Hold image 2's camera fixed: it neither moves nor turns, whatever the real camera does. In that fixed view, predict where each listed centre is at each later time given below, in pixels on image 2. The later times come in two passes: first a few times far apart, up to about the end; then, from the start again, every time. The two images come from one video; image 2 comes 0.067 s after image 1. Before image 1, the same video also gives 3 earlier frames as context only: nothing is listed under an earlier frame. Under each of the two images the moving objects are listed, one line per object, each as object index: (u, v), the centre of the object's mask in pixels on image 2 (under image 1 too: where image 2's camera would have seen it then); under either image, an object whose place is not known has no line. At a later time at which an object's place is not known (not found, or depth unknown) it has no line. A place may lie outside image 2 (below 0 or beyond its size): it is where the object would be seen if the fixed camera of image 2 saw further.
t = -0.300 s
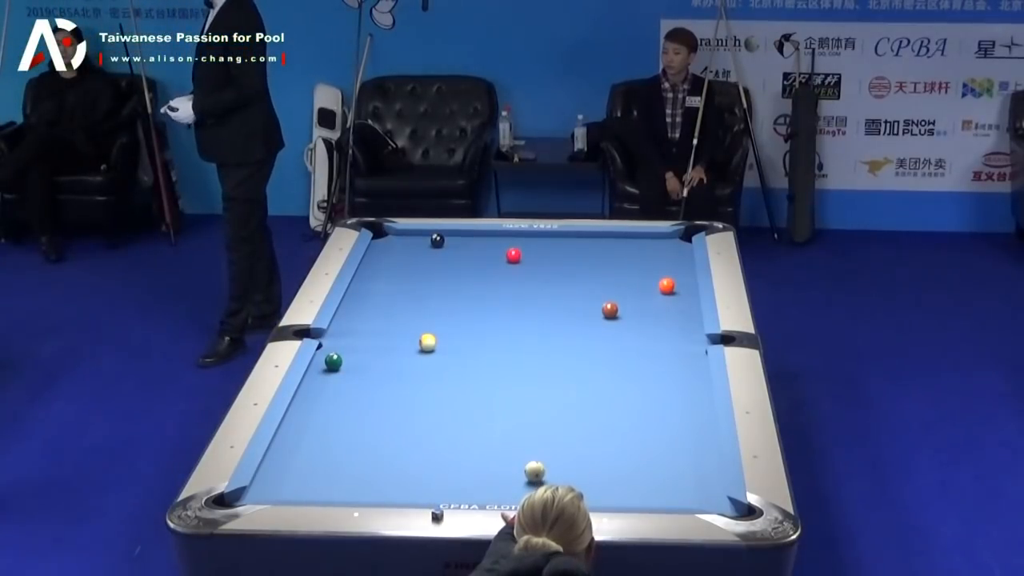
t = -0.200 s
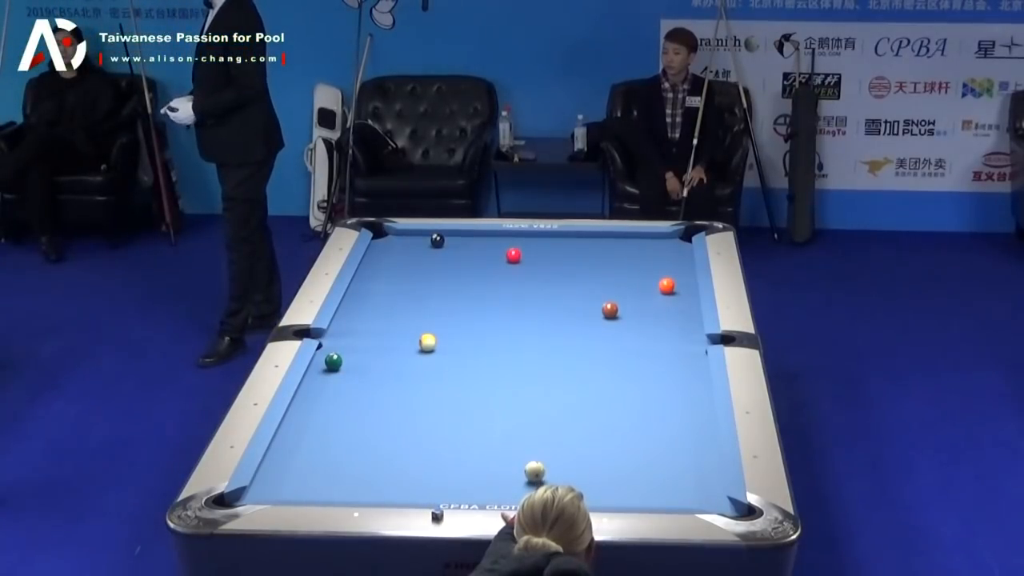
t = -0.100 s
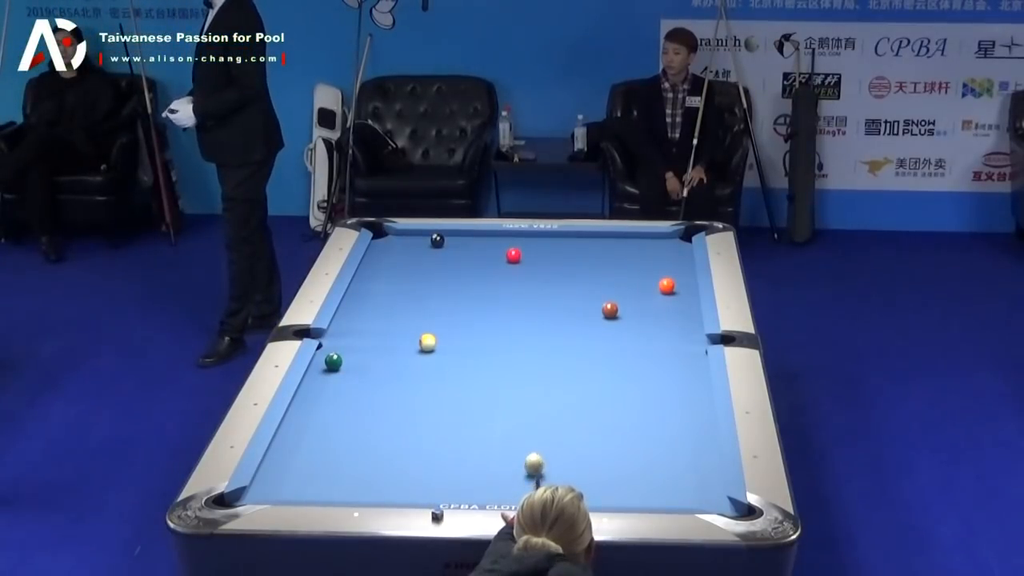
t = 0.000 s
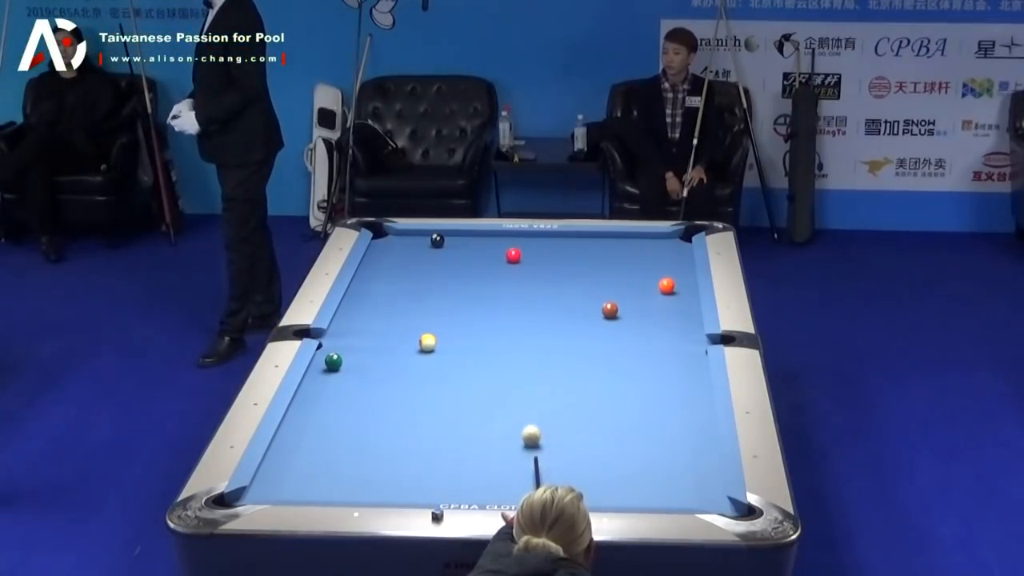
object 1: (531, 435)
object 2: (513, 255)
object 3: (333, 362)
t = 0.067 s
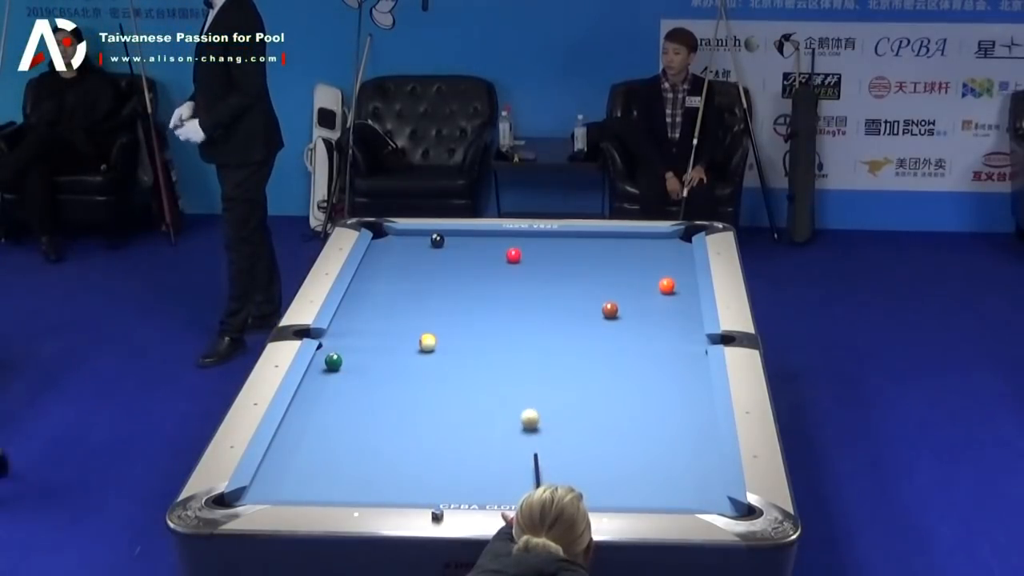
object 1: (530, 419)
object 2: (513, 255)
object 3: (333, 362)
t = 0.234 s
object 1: (527, 382)
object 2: (513, 255)
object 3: (333, 362)
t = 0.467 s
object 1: (523, 338)
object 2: (513, 255)
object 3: (333, 362)
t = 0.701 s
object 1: (520, 299)
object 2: (513, 255)
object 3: (333, 362)
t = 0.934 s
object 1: (517, 266)
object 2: (513, 253)
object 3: (333, 362)
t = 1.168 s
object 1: (532, 256)
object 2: (497, 236)
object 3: (333, 362)
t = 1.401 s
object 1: (547, 247)
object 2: (482, 241)
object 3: (333, 362)
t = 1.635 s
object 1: (561, 239)
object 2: (469, 252)
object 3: (333, 362)
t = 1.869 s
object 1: (575, 235)
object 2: (455, 263)
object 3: (333, 362)
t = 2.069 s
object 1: (587, 239)
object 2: (443, 272)
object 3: (333, 362)
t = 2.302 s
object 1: (600, 244)
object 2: (429, 284)
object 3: (333, 362)
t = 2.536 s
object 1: (613, 248)
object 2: (414, 295)
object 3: (333, 362)
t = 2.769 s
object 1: (626, 252)
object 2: (400, 306)
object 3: (333, 362)
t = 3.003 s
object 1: (638, 256)
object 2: (385, 318)
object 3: (333, 362)
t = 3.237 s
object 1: (649, 260)
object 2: (370, 329)
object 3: (333, 362)
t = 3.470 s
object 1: (660, 264)
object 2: (355, 341)
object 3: (333, 362)
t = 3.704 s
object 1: (670, 267)
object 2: (342, 350)
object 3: (333, 362)
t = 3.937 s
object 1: (680, 270)
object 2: (330, 354)
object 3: (329, 368)
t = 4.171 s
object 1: (688, 273)
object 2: (322, 358)
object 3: (325, 375)
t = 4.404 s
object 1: (684, 275)
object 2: (322, 360)
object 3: (320, 382)
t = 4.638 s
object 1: (681, 276)
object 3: (315, 388)
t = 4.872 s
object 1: (678, 277)
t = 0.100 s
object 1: (529, 411)
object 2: (513, 255)
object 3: (333, 362)
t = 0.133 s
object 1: (528, 404)
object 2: (513, 255)
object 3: (333, 362)
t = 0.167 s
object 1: (528, 397)
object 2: (513, 255)
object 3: (333, 362)
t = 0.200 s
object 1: (527, 389)
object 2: (513, 255)
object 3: (333, 362)
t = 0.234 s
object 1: (527, 382)
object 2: (513, 255)
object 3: (333, 362)
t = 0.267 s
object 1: (526, 375)
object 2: (513, 255)
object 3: (333, 362)
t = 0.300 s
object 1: (526, 369)
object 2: (513, 255)
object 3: (333, 362)
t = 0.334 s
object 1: (525, 362)
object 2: (513, 255)
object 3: (333, 362)
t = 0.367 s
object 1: (525, 356)
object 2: (513, 255)
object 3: (333, 362)
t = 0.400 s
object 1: (524, 350)
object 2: (513, 255)
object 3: (333, 362)
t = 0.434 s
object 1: (524, 343)
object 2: (513, 255)
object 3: (333, 362)
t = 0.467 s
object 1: (523, 338)
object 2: (513, 255)
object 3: (333, 362)
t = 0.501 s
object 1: (523, 332)
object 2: (513, 255)
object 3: (333, 362)
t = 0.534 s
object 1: (522, 326)
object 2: (513, 255)
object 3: (333, 362)
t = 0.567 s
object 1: (522, 320)
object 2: (513, 255)
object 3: (333, 362)
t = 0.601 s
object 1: (521, 315)
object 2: (513, 255)
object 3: (333, 362)
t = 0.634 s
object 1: (521, 310)
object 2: (513, 255)
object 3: (333, 362)
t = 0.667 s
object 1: (520, 304)
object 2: (513, 255)
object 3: (333, 362)
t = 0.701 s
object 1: (520, 299)
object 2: (513, 255)
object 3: (333, 362)
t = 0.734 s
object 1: (520, 294)
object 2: (513, 255)
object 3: (333, 362)
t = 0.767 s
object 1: (519, 289)
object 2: (513, 255)
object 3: (333, 362)
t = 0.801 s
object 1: (519, 284)
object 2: (513, 255)
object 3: (333, 362)
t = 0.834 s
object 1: (518, 280)
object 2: (513, 255)
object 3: (333, 362)
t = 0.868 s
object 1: (518, 275)
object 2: (513, 255)
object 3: (333, 362)
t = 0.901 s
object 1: (518, 270)
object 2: (513, 254)
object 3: (333, 362)
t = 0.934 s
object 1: (517, 266)
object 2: (513, 253)
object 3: (333, 362)
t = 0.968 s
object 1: (517, 261)
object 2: (511, 252)
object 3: (333, 362)
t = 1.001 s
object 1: (518, 259)
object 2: (510, 251)
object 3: (333, 362)
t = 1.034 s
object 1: (521, 259)
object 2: (508, 249)
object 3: (333, 362)
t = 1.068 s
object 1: (524, 258)
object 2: (505, 246)
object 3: (333, 362)
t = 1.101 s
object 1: (527, 258)
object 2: (502, 243)
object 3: (333, 362)
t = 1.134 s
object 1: (530, 257)
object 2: (499, 239)
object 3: (333, 362)
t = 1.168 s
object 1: (532, 256)
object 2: (497, 236)
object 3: (333, 362)
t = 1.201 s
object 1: (534, 255)
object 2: (494, 234)
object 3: (333, 362)
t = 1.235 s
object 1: (536, 253)
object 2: (492, 234)
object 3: (333, 362)
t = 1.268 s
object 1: (539, 252)
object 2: (490, 236)
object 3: (333, 362)
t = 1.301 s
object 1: (541, 251)
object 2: (488, 237)
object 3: (333, 362)
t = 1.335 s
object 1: (543, 249)
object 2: (486, 238)
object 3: (333, 362)
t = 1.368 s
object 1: (545, 249)
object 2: (484, 240)
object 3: (333, 362)
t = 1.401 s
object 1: (547, 247)
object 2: (482, 241)
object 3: (333, 362)
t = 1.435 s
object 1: (549, 246)
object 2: (480, 243)
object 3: (333, 362)
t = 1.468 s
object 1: (551, 245)
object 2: (478, 244)
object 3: (333, 362)
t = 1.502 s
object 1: (553, 244)
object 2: (476, 246)
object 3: (333, 362)
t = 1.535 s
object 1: (555, 243)
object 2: (474, 247)
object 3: (333, 362)
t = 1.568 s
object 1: (557, 241)
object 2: (473, 249)
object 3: (333, 362)
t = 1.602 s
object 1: (559, 240)
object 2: (470, 251)
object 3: (333, 362)
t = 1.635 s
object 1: (561, 239)
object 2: (469, 252)
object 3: (333, 362)
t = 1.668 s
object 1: (563, 238)
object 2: (467, 254)
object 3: (333, 362)
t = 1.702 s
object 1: (565, 237)
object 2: (464, 255)
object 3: (333, 362)
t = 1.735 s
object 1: (567, 236)
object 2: (463, 257)
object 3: (333, 362)
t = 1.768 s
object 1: (569, 235)
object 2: (461, 258)
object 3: (333, 362)
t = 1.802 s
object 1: (571, 234)
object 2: (459, 260)
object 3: (333, 362)
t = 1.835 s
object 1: (573, 234)
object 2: (457, 261)
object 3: (333, 362)
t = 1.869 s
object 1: (575, 235)
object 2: (455, 263)
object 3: (333, 362)
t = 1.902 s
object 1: (577, 236)
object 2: (453, 264)
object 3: (333, 362)
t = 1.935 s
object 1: (579, 237)
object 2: (451, 266)
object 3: (333, 362)
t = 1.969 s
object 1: (581, 237)
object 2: (449, 268)
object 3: (333, 362)
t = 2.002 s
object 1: (583, 238)
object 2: (447, 269)
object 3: (333, 362)
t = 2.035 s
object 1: (585, 238)
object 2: (445, 271)
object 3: (333, 362)
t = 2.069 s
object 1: (587, 239)
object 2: (443, 272)
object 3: (333, 362)
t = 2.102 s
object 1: (589, 240)
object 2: (441, 274)
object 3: (333, 362)
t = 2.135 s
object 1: (591, 241)
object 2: (438, 276)
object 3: (333, 362)
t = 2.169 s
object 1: (592, 241)
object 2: (437, 277)
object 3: (333, 362)
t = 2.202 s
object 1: (594, 242)
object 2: (435, 279)
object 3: (333, 362)
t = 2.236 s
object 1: (596, 243)
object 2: (433, 280)
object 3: (333, 362)
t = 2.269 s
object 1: (598, 243)
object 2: (430, 282)
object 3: (333, 362)
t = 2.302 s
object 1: (600, 244)
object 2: (429, 284)
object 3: (333, 362)
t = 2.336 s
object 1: (602, 244)
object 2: (426, 285)
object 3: (333, 362)
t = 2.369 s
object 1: (604, 245)
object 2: (424, 287)
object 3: (333, 362)
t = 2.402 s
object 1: (606, 246)
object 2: (422, 289)
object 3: (333, 362)
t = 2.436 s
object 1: (608, 246)
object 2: (420, 290)
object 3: (333, 362)
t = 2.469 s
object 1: (610, 247)
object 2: (418, 291)
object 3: (333, 362)
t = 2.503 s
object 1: (611, 247)
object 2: (416, 293)
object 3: (333, 362)
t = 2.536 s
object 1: (613, 248)
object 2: (414, 295)
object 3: (333, 362)
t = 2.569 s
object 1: (615, 249)
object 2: (412, 296)
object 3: (333, 362)
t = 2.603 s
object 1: (617, 249)
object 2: (410, 298)
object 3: (333, 362)
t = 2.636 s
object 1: (619, 250)
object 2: (408, 300)
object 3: (333, 362)
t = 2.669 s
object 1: (620, 251)
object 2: (406, 301)
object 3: (333, 362)
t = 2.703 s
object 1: (622, 251)
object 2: (403, 303)
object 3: (333, 362)
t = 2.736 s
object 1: (624, 252)
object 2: (401, 305)
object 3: (333, 362)
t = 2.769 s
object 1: (626, 252)
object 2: (400, 306)
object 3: (333, 362)
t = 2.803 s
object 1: (627, 253)
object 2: (397, 308)
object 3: (333, 362)
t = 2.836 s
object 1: (629, 253)
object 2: (395, 310)
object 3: (333, 362)
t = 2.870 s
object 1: (631, 254)
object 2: (393, 312)
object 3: (333, 362)
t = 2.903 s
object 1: (632, 255)
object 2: (391, 313)
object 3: (333, 362)
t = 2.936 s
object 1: (634, 255)
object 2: (389, 314)
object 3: (333, 362)
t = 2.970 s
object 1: (636, 256)
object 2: (387, 316)
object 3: (333, 362)
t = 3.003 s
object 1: (638, 256)
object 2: (385, 318)
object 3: (333, 362)
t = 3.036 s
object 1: (639, 257)
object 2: (383, 320)
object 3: (333, 362)
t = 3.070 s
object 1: (641, 257)
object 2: (381, 321)
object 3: (333, 362)
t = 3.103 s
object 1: (642, 258)
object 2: (379, 322)
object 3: (333, 362)
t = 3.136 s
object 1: (644, 259)
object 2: (376, 324)
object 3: (333, 362)
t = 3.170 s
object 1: (646, 259)
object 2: (374, 326)
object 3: (333, 362)
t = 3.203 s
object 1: (647, 260)
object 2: (372, 328)
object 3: (333, 362)
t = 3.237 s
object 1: (649, 260)
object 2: (370, 329)
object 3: (333, 362)
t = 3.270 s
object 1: (651, 261)
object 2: (368, 331)
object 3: (333, 362)
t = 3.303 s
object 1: (652, 261)
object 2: (366, 332)
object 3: (333, 362)
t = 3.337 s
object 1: (654, 262)
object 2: (363, 334)
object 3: (333, 362)
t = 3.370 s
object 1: (655, 262)
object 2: (362, 336)
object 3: (333, 362)
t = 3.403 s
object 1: (657, 263)
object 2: (359, 337)
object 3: (333, 362)
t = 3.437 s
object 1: (658, 263)
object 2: (357, 339)
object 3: (333, 362)
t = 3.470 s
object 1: (660, 264)
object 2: (355, 341)
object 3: (333, 362)
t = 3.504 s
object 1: (661, 264)
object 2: (353, 342)
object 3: (333, 362)
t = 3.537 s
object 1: (663, 265)
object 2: (351, 344)
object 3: (333, 362)
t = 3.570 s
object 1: (664, 265)
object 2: (349, 346)
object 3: (333, 362)
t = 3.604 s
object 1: (666, 266)
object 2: (347, 347)
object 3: (333, 362)
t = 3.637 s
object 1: (667, 266)
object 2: (345, 348)
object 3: (333, 362)
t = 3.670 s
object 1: (669, 267)
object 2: (343, 349)
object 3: (333, 362)
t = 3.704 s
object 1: (670, 267)
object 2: (342, 350)
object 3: (333, 362)
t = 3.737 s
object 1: (671, 268)
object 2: (340, 351)
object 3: (333, 362)
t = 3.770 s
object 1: (673, 268)
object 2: (338, 351)
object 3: (333, 362)
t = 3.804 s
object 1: (674, 268)
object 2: (336, 352)
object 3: (332, 364)
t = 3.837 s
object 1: (676, 269)
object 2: (335, 352)
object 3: (331, 365)
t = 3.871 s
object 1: (677, 269)
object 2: (333, 353)
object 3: (331, 366)
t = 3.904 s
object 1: (678, 270)
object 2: (331, 354)
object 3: (330, 367)
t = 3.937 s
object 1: (680, 270)
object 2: (330, 354)
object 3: (329, 368)
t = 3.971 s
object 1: (681, 271)
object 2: (329, 355)
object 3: (329, 369)
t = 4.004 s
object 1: (682, 271)
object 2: (327, 355)
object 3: (328, 370)
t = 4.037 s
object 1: (683, 271)
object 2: (326, 356)
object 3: (327, 371)
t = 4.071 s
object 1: (685, 272)
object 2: (325, 356)
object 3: (326, 372)
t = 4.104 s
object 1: (686, 272)
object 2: (324, 357)
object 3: (326, 373)
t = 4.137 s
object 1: (687, 273)
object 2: (323, 357)
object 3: (325, 374)
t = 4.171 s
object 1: (688, 273)
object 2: (322, 358)
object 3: (325, 375)
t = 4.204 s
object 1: (688, 274)
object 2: (321, 359)
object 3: (324, 376)
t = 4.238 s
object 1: (687, 274)
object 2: (321, 359)
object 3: (323, 377)
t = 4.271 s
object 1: (687, 274)
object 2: (321, 359)
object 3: (322, 378)
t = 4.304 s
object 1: (686, 274)
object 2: (321, 359)
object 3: (322, 379)
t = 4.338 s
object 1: (685, 275)
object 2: (321, 359)
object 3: (321, 380)
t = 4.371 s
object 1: (685, 275)
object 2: (322, 360)
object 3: (320, 381)
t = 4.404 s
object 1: (684, 275)
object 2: (322, 360)
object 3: (320, 382)
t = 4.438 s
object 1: (684, 275)
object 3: (319, 383)
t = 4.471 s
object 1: (683, 275)
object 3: (318, 384)
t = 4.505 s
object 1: (683, 276)
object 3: (318, 384)
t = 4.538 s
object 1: (682, 276)
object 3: (317, 385)
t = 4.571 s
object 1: (682, 276)
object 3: (316, 386)
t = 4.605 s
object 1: (681, 276)
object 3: (316, 387)
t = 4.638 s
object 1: (681, 276)
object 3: (315, 388)
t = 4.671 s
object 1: (680, 276)
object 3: (315, 389)
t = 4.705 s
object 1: (680, 277)
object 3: (314, 390)
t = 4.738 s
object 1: (679, 277)
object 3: (313, 391)
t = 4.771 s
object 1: (679, 277)
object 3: (312, 392)
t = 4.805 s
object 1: (678, 277)
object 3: (312, 392)
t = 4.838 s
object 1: (678, 277)
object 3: (311, 394)
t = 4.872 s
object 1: (678, 277)
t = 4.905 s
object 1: (677, 277)
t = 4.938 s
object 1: (677, 277)
